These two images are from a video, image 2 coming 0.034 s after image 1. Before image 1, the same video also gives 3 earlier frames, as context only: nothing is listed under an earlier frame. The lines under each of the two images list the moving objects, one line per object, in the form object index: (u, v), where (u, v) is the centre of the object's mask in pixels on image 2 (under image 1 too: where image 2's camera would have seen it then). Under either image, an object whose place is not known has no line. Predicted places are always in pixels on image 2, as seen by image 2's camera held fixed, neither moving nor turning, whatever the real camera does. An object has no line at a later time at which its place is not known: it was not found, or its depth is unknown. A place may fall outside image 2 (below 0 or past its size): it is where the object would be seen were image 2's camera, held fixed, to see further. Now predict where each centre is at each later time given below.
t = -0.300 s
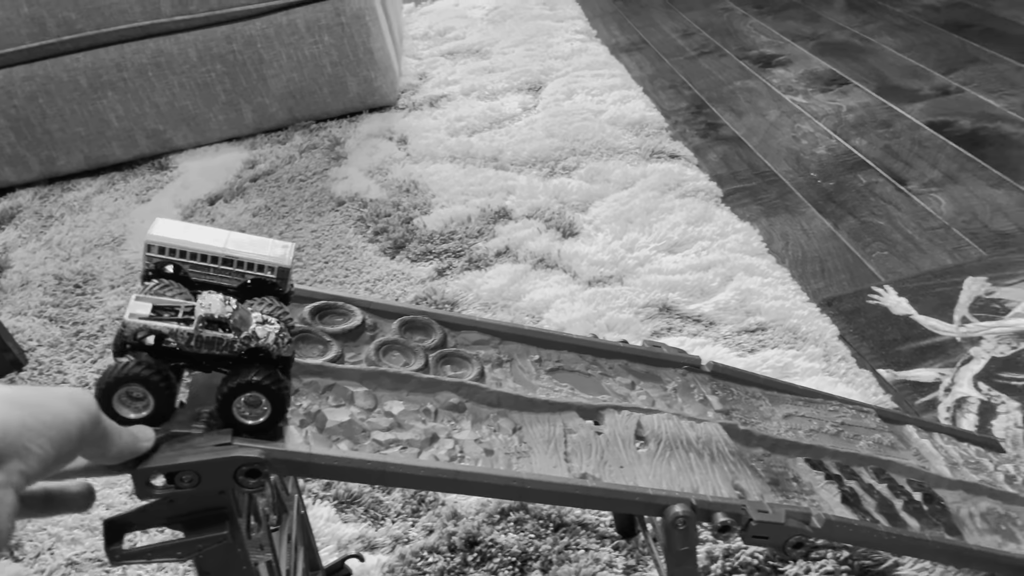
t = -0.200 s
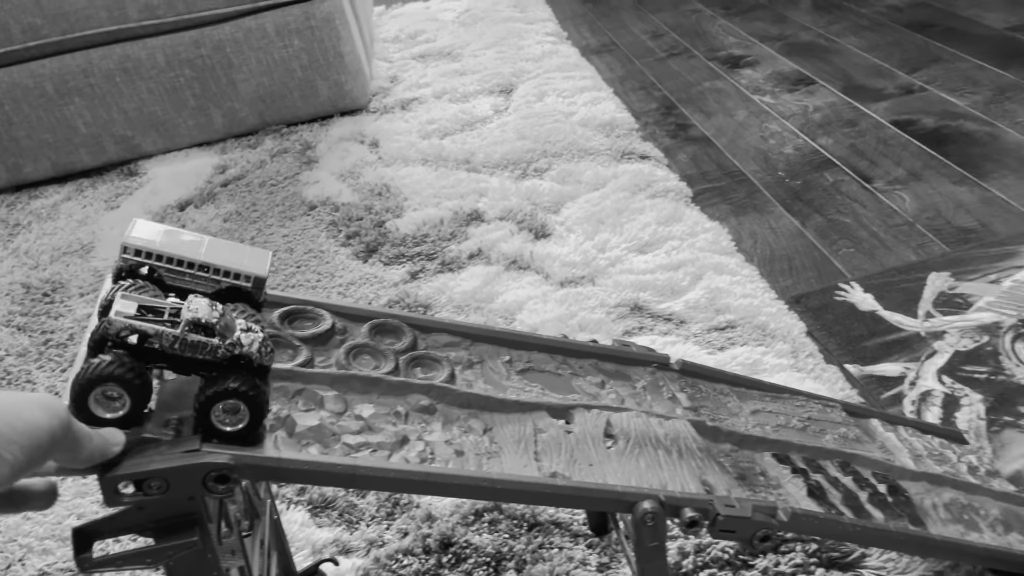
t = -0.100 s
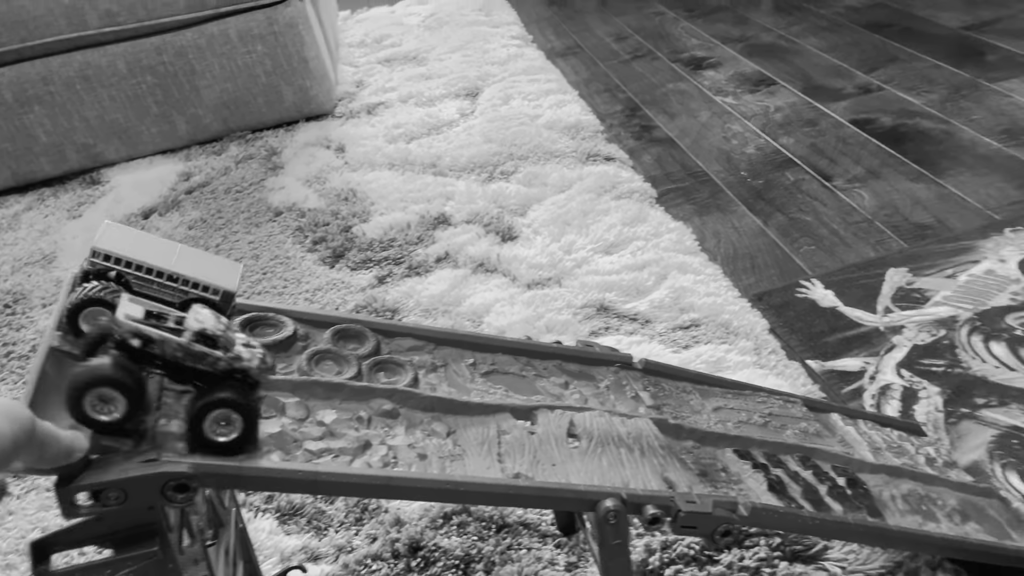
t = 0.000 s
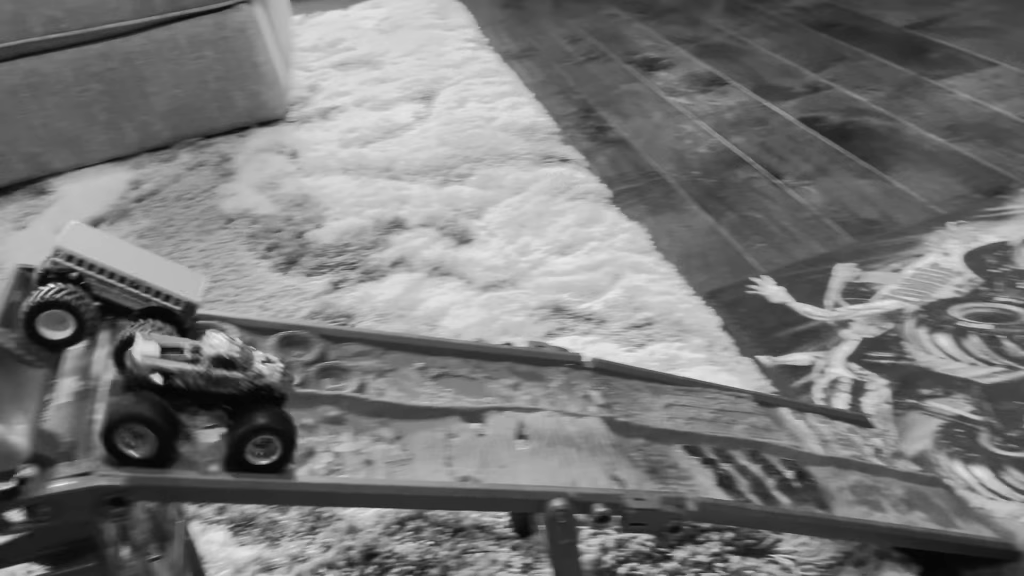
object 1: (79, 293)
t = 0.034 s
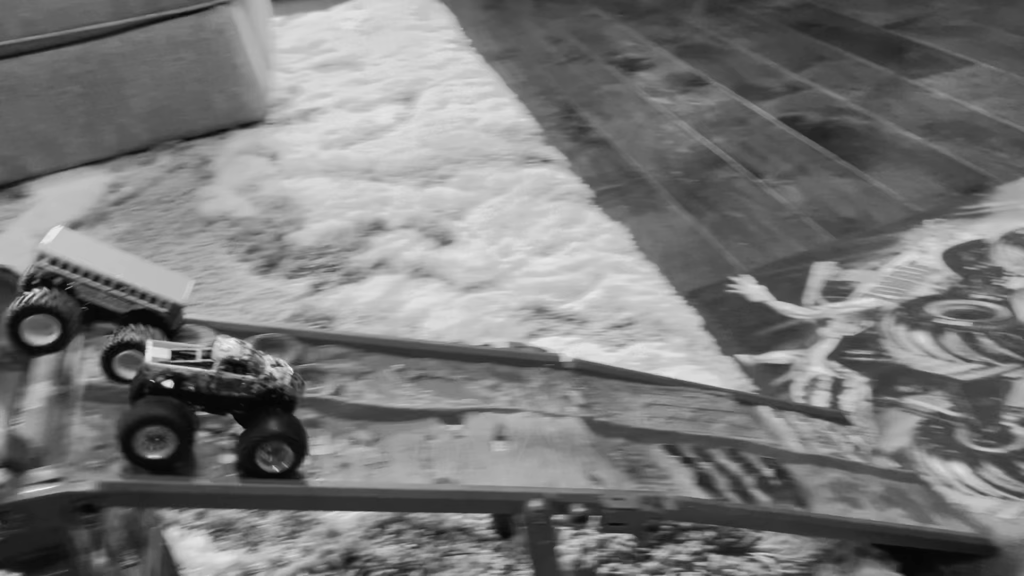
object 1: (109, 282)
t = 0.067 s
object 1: (128, 286)
